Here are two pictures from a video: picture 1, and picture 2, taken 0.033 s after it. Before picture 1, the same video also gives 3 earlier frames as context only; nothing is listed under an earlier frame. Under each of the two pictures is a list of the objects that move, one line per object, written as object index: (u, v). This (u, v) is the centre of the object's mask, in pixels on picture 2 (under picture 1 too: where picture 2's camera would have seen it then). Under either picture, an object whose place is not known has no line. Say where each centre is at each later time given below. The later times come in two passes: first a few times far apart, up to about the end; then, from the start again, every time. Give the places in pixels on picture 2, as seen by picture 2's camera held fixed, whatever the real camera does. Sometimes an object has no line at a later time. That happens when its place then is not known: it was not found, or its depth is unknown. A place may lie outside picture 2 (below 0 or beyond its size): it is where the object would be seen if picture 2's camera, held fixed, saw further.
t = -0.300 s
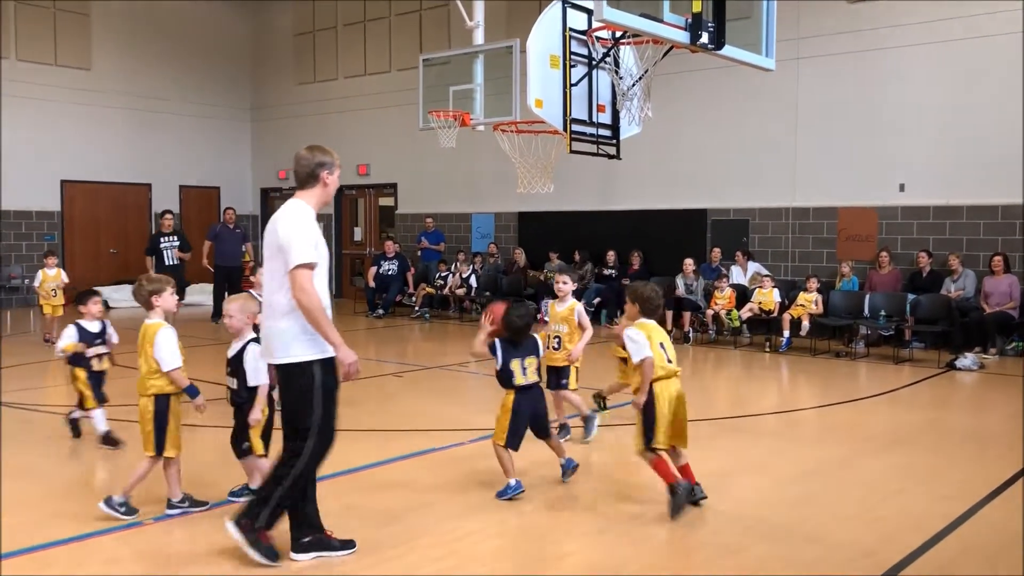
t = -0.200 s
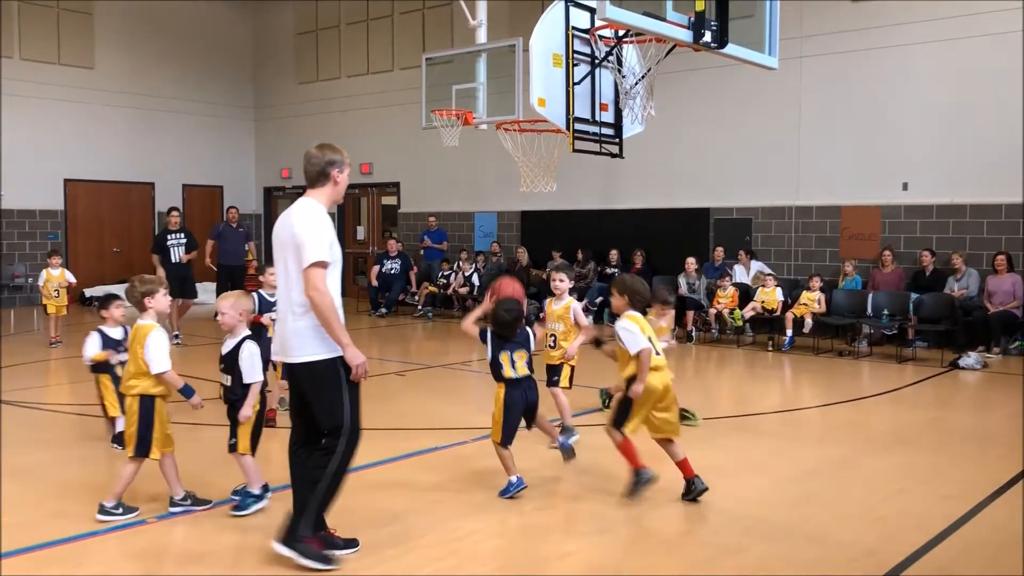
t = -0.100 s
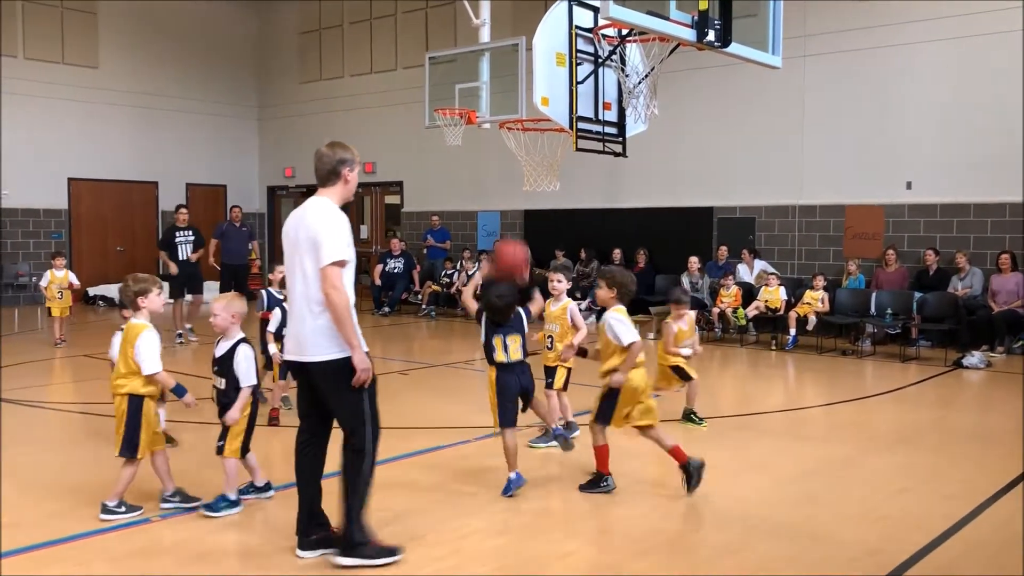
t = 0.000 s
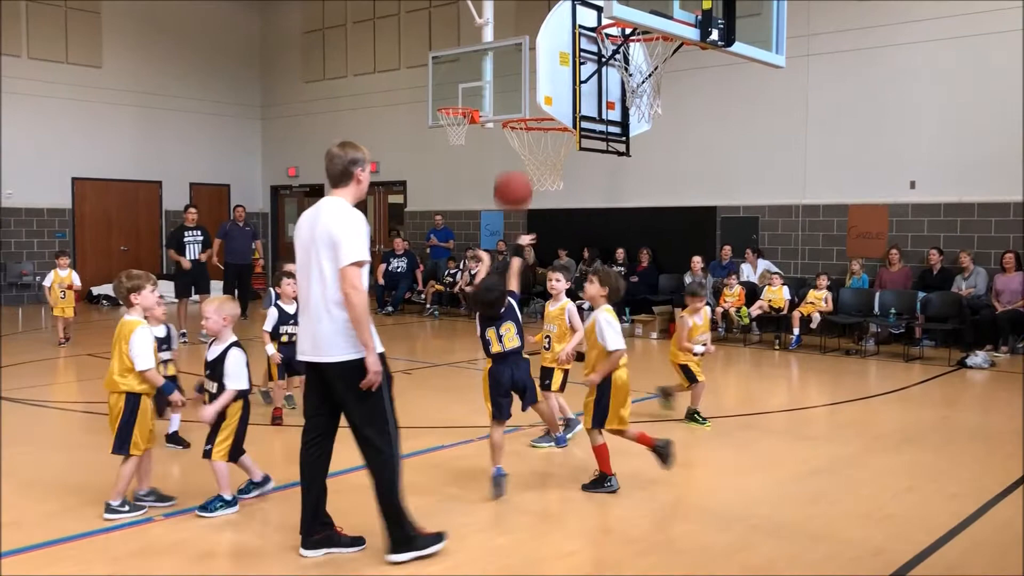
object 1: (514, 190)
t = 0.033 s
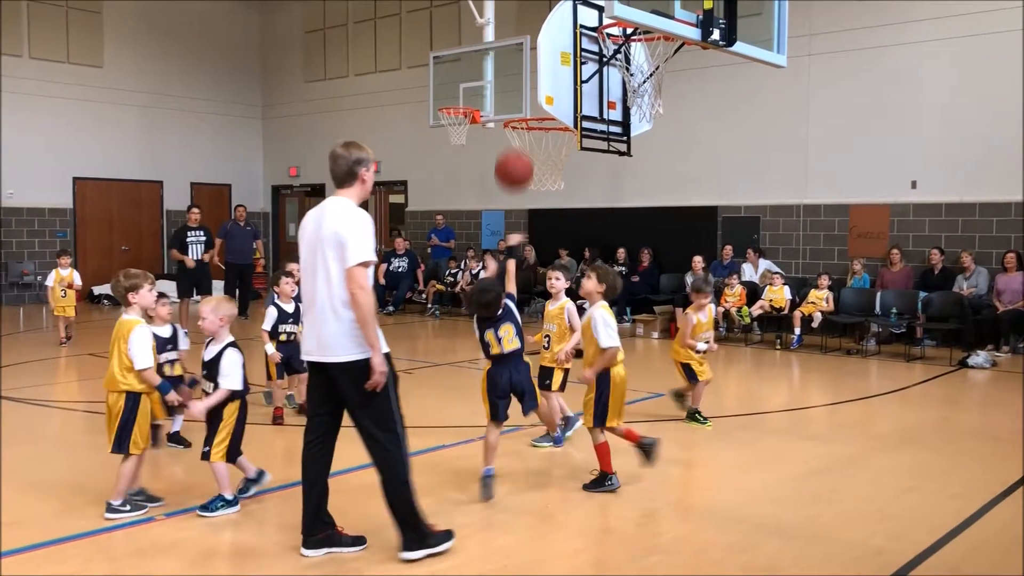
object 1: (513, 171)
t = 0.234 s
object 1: (515, 86)
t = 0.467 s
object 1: (514, 79)
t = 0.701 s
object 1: (503, 103)
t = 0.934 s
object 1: (483, 181)
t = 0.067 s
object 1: (514, 152)
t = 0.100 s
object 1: (514, 134)
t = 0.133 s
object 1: (515, 120)
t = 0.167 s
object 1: (514, 106)
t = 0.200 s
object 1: (515, 95)
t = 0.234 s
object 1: (515, 86)
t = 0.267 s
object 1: (515, 80)
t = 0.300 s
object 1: (515, 74)
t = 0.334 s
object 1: (515, 72)
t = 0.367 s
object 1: (515, 71)
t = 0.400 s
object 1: (515, 72)
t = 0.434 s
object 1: (515, 74)
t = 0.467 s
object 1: (514, 79)
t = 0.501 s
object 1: (514, 86)
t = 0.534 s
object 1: (514, 94)
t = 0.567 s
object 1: (513, 101)
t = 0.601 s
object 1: (511, 99)
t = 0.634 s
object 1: (508, 98)
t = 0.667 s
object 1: (506, 100)
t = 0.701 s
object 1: (503, 103)
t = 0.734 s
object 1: (501, 108)
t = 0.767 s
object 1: (498, 116)
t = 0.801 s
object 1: (495, 125)
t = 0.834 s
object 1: (492, 137)
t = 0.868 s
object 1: (488, 151)
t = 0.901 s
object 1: (485, 165)
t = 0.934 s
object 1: (483, 181)
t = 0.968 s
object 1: (482, 194)
